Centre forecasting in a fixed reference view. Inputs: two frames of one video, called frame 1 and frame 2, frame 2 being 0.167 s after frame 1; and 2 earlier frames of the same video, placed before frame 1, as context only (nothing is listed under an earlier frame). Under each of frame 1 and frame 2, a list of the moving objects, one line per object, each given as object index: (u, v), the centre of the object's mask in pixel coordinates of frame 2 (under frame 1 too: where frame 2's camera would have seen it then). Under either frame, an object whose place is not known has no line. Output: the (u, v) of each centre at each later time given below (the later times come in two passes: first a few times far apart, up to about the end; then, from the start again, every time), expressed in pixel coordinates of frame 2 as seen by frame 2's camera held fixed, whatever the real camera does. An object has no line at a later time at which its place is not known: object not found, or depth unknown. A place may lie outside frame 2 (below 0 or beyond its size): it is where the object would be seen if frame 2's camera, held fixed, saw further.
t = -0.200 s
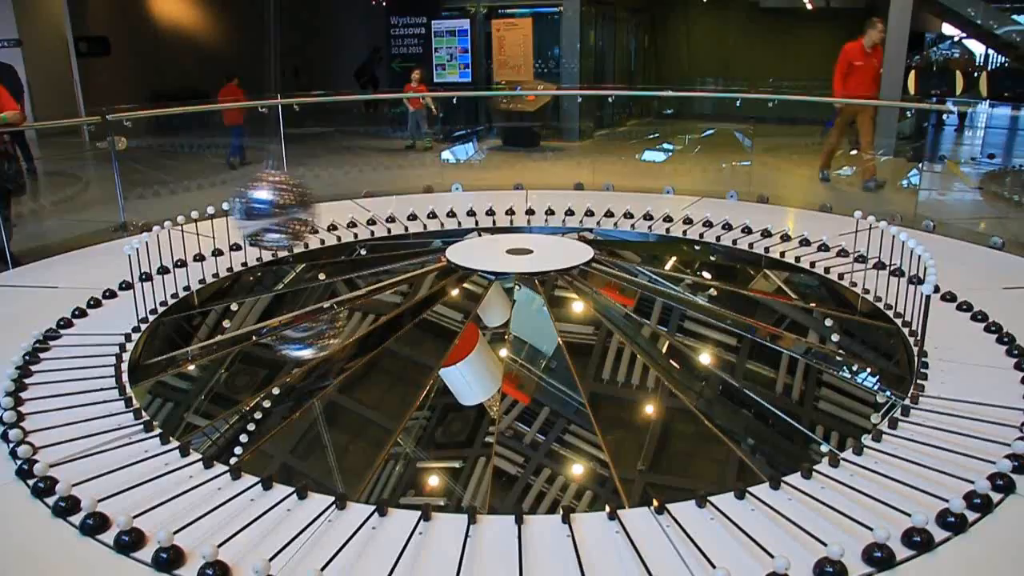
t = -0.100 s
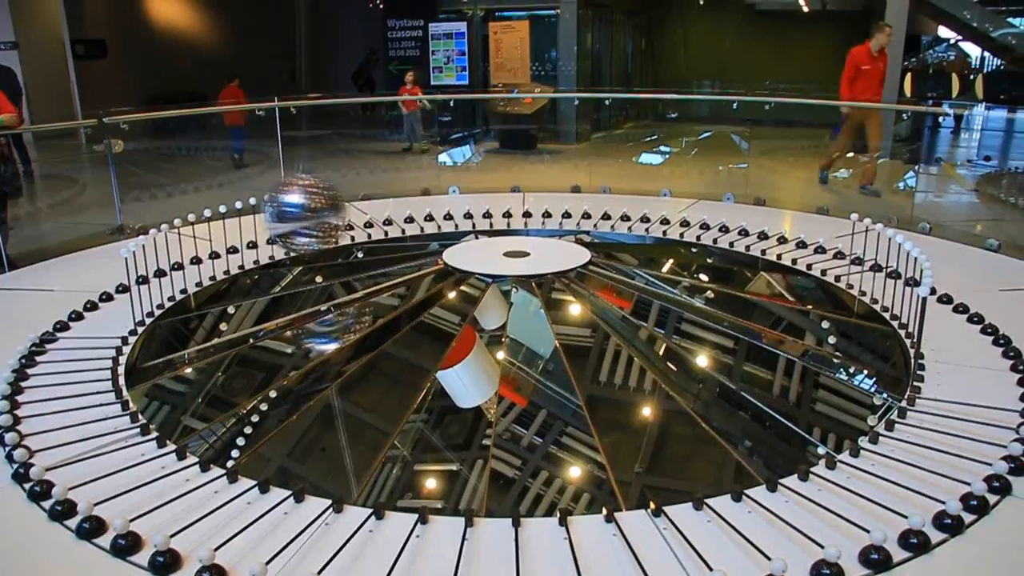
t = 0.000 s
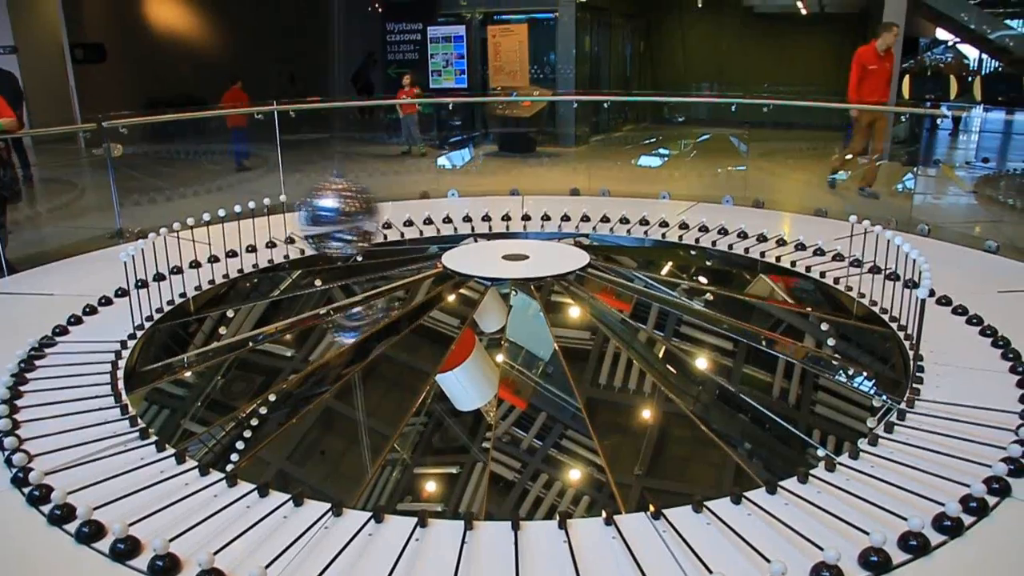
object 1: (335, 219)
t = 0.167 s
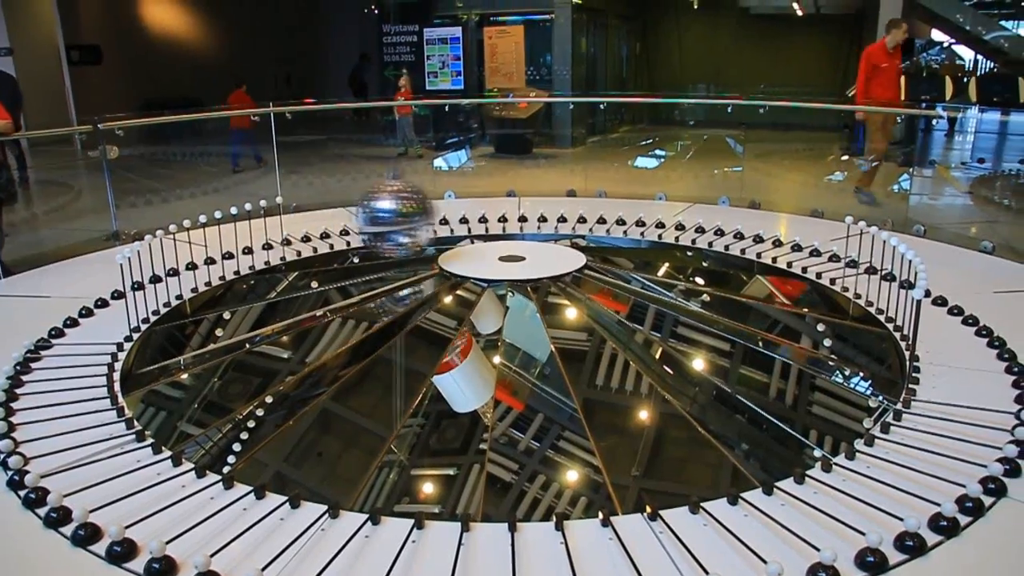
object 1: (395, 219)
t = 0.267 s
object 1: (431, 217)
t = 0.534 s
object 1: (529, 213)
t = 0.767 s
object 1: (608, 206)
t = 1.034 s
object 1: (691, 199)
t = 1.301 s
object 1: (760, 190)
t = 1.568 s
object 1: (818, 181)
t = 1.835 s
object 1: (859, 174)
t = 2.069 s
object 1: (882, 170)
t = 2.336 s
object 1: (894, 168)
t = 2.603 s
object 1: (890, 170)
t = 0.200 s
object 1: (408, 219)
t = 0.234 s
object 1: (420, 218)
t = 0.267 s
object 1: (431, 217)
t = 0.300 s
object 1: (444, 217)
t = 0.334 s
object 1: (456, 216)
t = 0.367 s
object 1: (467, 216)
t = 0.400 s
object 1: (480, 215)
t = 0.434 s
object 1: (491, 215)
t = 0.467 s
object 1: (504, 215)
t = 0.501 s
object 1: (516, 214)
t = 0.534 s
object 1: (529, 213)
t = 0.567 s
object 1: (540, 212)
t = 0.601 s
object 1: (552, 212)
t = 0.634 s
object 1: (564, 210)
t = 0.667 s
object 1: (575, 210)
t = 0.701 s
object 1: (586, 209)
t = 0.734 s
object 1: (597, 208)
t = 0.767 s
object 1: (608, 206)
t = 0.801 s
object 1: (618, 207)
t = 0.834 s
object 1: (630, 206)
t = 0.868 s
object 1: (640, 205)
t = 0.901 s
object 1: (651, 204)
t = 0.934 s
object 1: (661, 203)
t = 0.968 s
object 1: (671, 202)
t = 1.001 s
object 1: (681, 200)
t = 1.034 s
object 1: (691, 199)
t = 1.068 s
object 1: (700, 198)
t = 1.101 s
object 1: (709, 197)
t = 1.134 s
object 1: (718, 196)
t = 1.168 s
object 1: (727, 195)
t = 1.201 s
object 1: (736, 194)
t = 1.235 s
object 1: (745, 193)
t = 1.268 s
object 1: (753, 191)
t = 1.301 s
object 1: (760, 190)
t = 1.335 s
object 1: (768, 189)
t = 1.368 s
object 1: (777, 188)
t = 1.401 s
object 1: (784, 187)
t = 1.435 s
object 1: (791, 186)
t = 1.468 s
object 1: (799, 185)
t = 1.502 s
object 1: (805, 183)
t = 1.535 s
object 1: (811, 182)
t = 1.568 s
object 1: (818, 181)
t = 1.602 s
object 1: (824, 180)
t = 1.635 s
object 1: (830, 179)
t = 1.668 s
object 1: (835, 178)
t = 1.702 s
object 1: (841, 177)
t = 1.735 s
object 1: (845, 176)
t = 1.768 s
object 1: (850, 175)
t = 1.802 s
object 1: (855, 175)
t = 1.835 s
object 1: (859, 174)
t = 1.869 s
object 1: (863, 173)
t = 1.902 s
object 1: (867, 173)
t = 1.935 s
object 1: (870, 172)
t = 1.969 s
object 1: (874, 172)
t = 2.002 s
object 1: (877, 171)
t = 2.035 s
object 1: (880, 170)
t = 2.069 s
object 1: (882, 170)
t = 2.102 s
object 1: (884, 169)
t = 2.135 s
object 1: (887, 169)
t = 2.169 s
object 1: (889, 169)
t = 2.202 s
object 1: (890, 169)
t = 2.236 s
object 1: (892, 168)
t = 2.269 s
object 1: (893, 168)
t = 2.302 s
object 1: (894, 168)
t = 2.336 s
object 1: (894, 168)
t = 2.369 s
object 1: (895, 168)
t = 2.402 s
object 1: (895, 168)
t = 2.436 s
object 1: (895, 168)
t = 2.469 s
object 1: (894, 168)
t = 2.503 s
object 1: (894, 169)
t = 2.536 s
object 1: (893, 169)
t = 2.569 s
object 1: (892, 169)
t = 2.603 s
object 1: (890, 170)
